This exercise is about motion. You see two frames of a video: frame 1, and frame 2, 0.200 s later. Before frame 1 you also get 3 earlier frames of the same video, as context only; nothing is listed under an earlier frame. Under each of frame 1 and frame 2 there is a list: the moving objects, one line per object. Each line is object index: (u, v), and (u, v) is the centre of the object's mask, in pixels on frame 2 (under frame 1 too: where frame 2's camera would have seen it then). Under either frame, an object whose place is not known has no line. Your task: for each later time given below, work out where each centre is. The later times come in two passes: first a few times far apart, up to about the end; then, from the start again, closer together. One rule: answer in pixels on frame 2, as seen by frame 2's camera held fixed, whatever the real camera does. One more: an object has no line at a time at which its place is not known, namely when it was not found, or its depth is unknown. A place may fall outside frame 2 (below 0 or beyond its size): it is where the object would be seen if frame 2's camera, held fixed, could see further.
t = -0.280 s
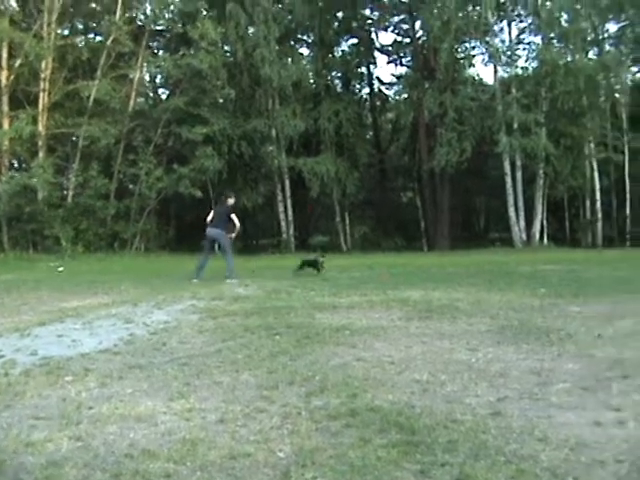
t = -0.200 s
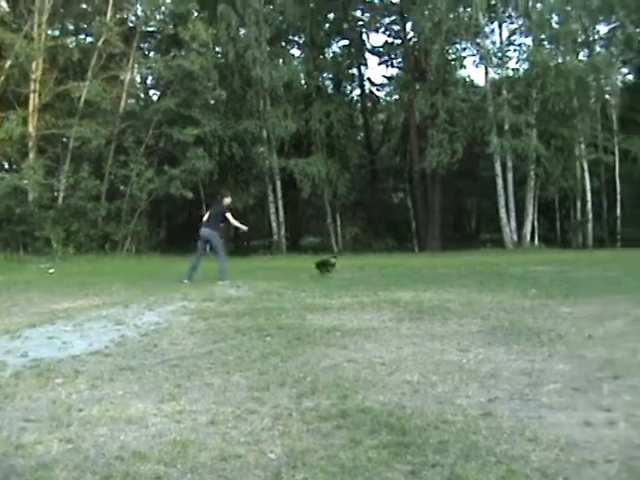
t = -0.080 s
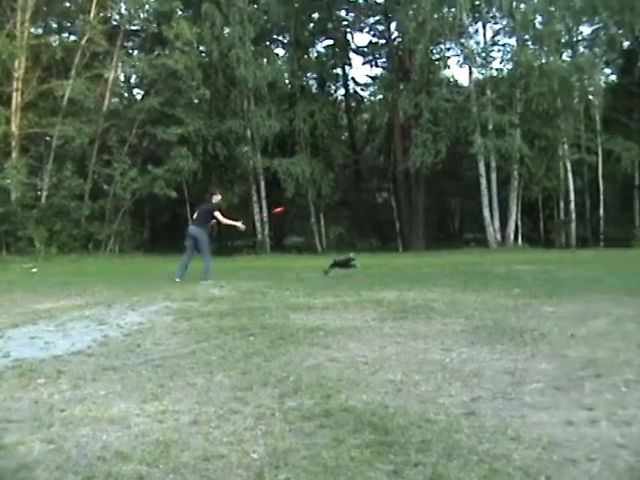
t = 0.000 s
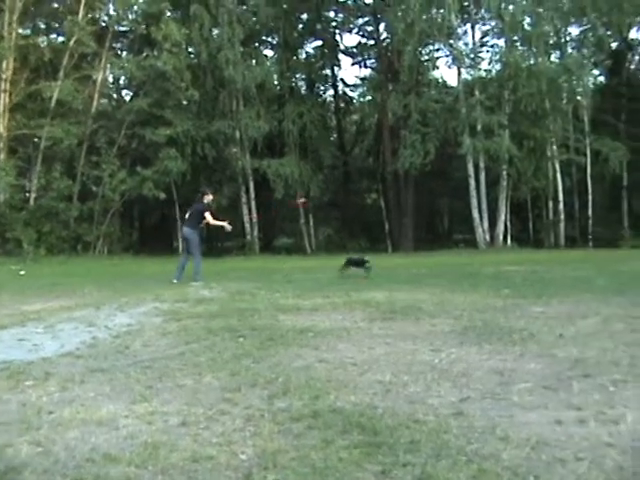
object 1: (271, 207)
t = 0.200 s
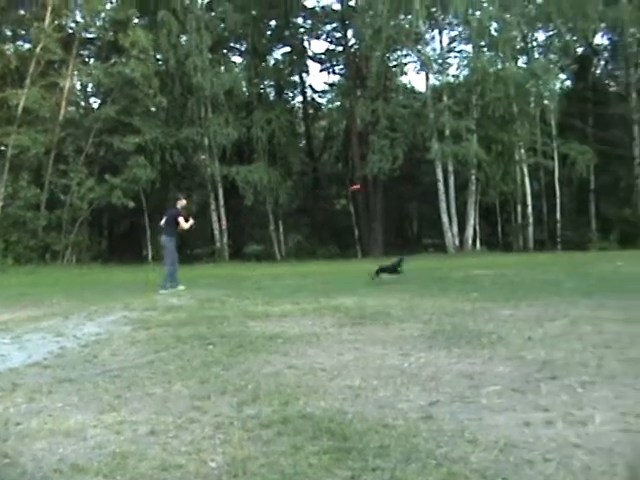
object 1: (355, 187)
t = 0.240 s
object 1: (373, 183)
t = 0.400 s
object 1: (438, 174)
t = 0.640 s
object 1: (532, 168)
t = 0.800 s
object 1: (592, 171)
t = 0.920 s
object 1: (632, 177)
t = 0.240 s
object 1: (373, 183)
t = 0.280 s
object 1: (388, 181)
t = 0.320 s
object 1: (405, 178)
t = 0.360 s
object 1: (422, 177)
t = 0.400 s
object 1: (438, 174)
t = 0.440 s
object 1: (456, 172)
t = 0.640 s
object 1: (532, 168)
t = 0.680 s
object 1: (547, 169)
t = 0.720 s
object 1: (569, 169)
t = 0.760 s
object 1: (576, 170)
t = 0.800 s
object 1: (592, 171)
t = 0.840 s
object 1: (604, 172)
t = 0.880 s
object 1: (618, 174)
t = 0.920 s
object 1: (632, 177)
